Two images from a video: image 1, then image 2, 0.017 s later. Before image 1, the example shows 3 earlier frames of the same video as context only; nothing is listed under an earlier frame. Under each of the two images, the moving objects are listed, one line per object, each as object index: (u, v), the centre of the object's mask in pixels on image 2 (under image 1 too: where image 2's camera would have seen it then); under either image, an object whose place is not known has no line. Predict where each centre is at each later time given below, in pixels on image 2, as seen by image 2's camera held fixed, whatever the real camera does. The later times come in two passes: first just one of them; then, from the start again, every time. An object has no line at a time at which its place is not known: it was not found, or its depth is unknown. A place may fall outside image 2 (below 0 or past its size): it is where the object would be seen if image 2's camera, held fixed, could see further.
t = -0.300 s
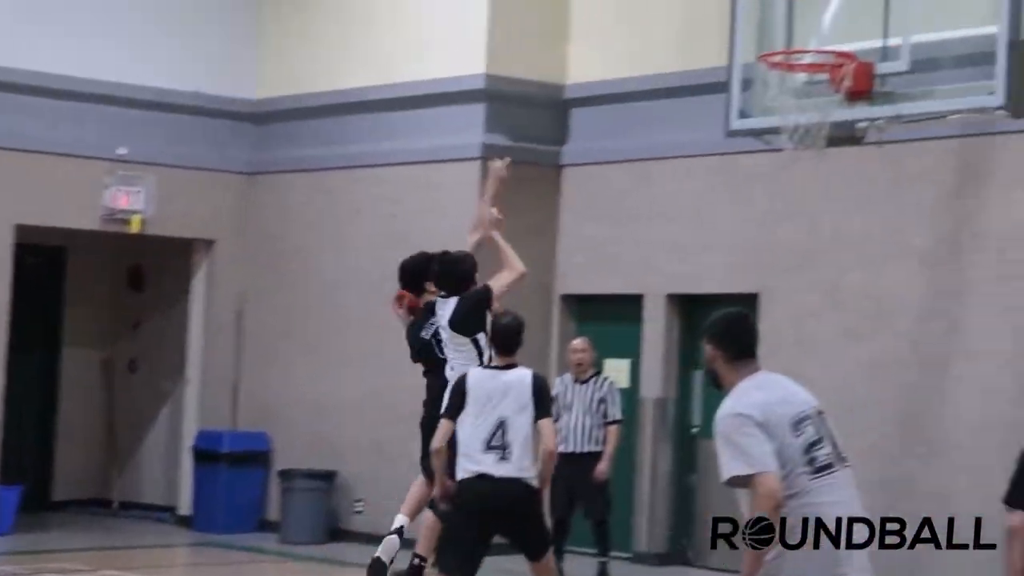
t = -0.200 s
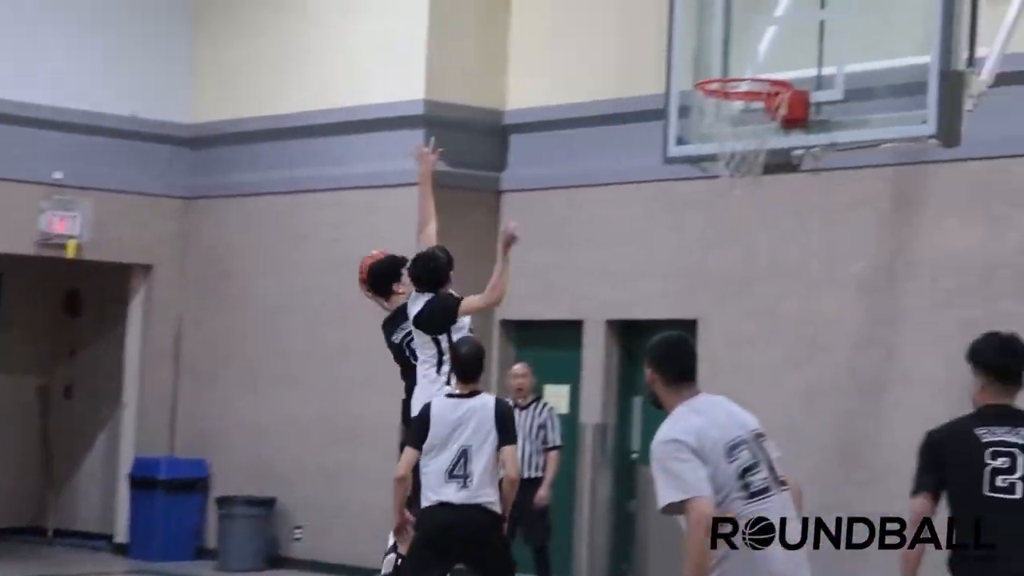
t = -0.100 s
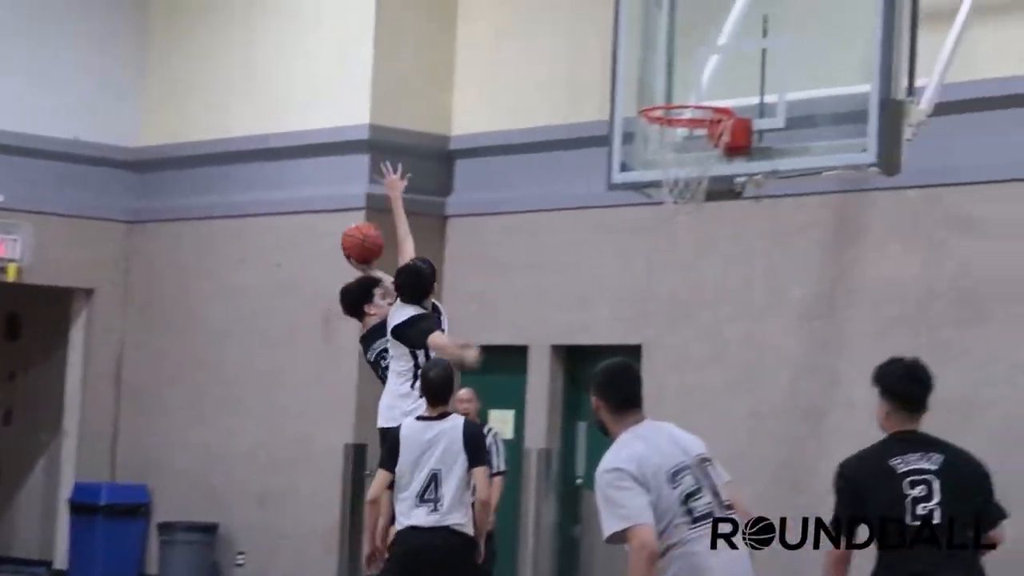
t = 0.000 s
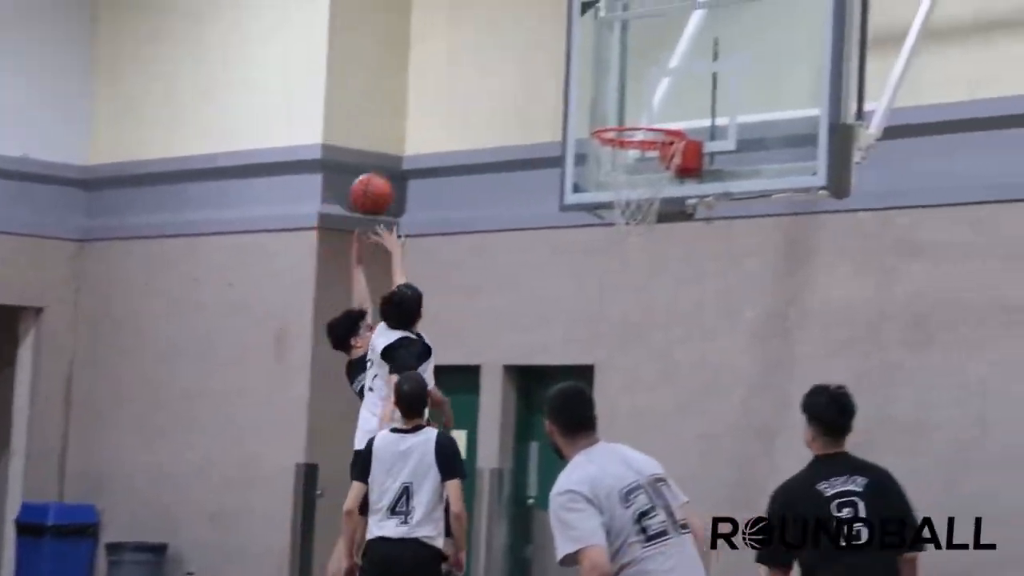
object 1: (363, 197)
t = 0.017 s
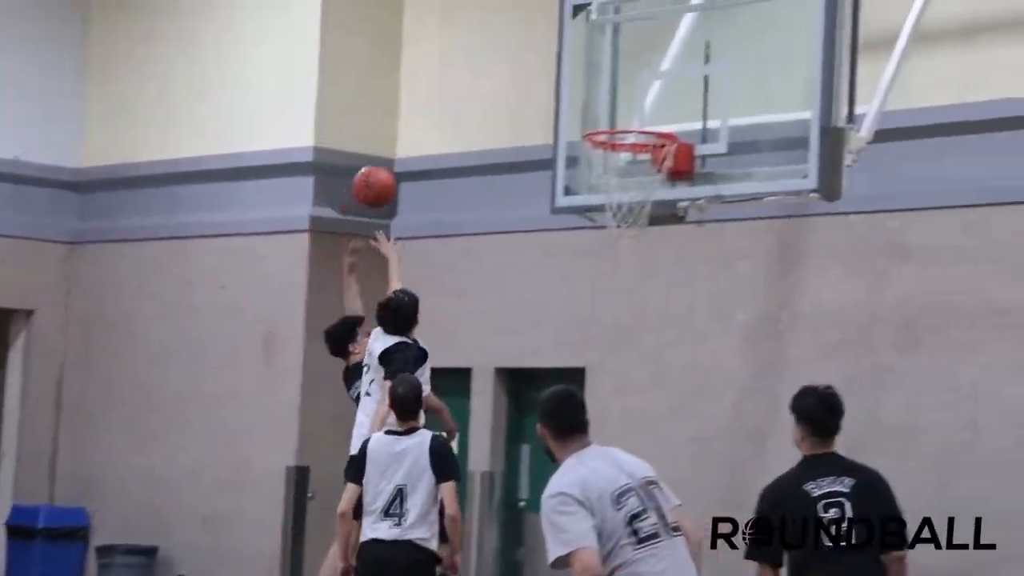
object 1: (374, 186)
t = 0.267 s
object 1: (536, 89)
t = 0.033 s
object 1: (384, 177)
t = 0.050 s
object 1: (396, 167)
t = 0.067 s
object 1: (407, 159)
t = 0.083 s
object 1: (417, 151)
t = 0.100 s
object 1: (428, 144)
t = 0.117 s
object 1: (438, 137)
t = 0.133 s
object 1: (449, 129)
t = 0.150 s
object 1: (461, 123)
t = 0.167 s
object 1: (471, 116)
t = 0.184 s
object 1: (482, 110)
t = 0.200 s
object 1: (493, 105)
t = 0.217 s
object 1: (503, 101)
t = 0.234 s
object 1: (514, 97)
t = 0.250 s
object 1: (525, 92)
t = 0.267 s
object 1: (536, 89)
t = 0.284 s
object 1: (547, 86)
